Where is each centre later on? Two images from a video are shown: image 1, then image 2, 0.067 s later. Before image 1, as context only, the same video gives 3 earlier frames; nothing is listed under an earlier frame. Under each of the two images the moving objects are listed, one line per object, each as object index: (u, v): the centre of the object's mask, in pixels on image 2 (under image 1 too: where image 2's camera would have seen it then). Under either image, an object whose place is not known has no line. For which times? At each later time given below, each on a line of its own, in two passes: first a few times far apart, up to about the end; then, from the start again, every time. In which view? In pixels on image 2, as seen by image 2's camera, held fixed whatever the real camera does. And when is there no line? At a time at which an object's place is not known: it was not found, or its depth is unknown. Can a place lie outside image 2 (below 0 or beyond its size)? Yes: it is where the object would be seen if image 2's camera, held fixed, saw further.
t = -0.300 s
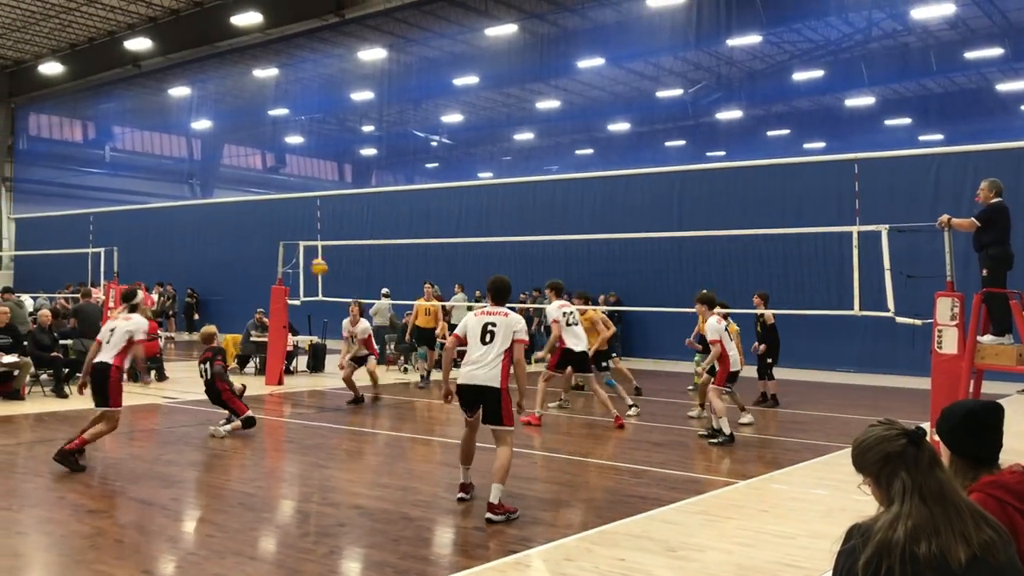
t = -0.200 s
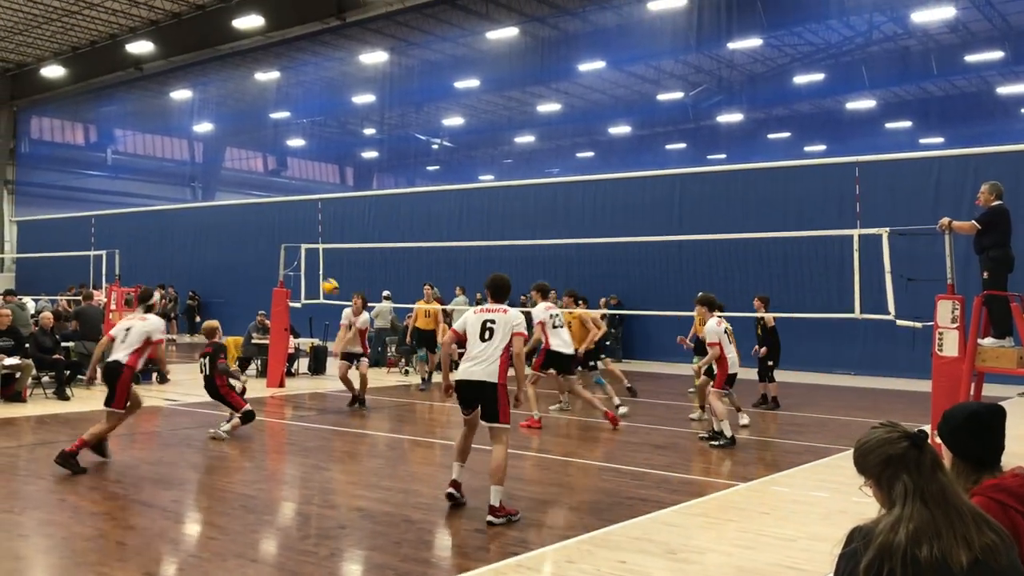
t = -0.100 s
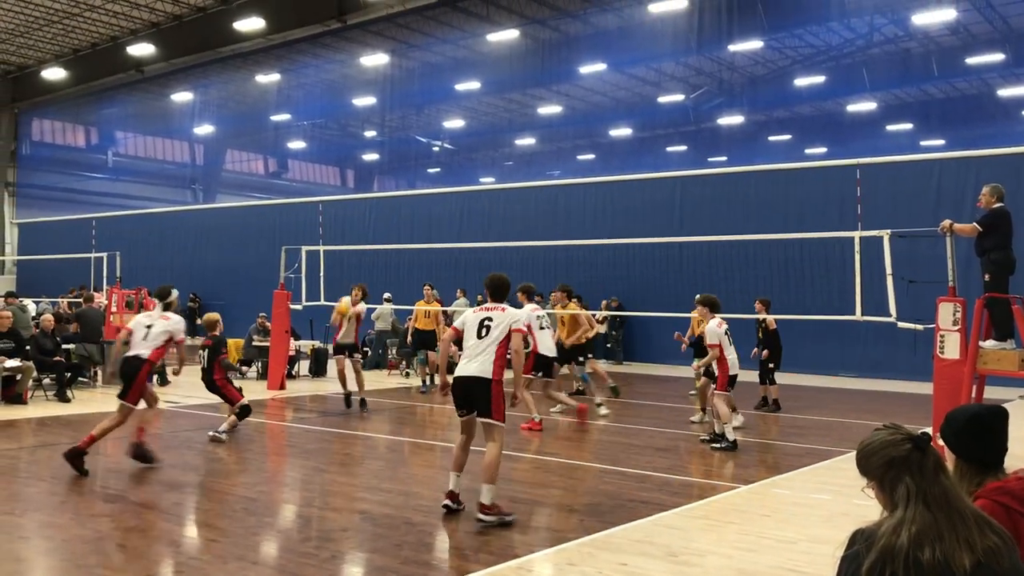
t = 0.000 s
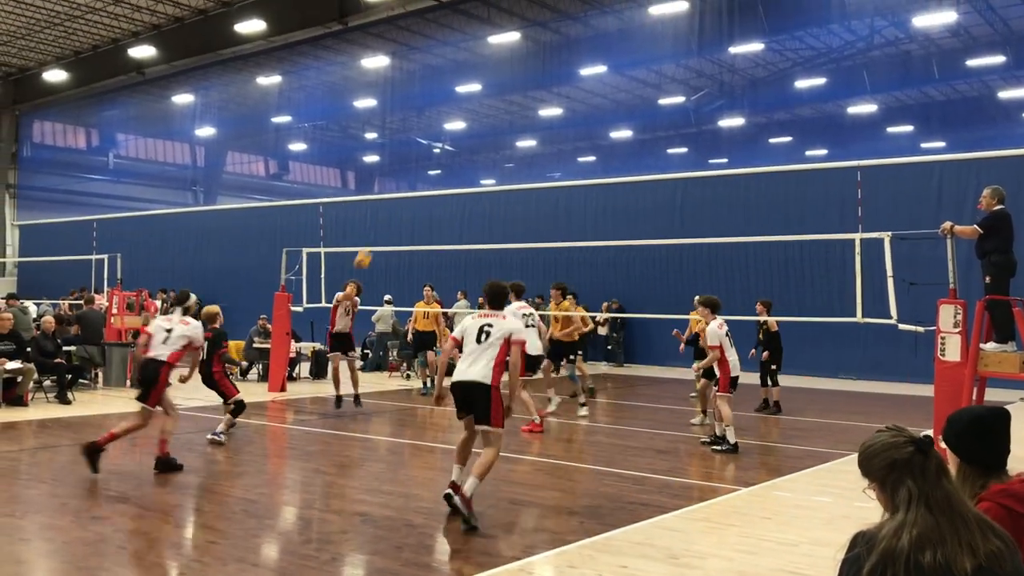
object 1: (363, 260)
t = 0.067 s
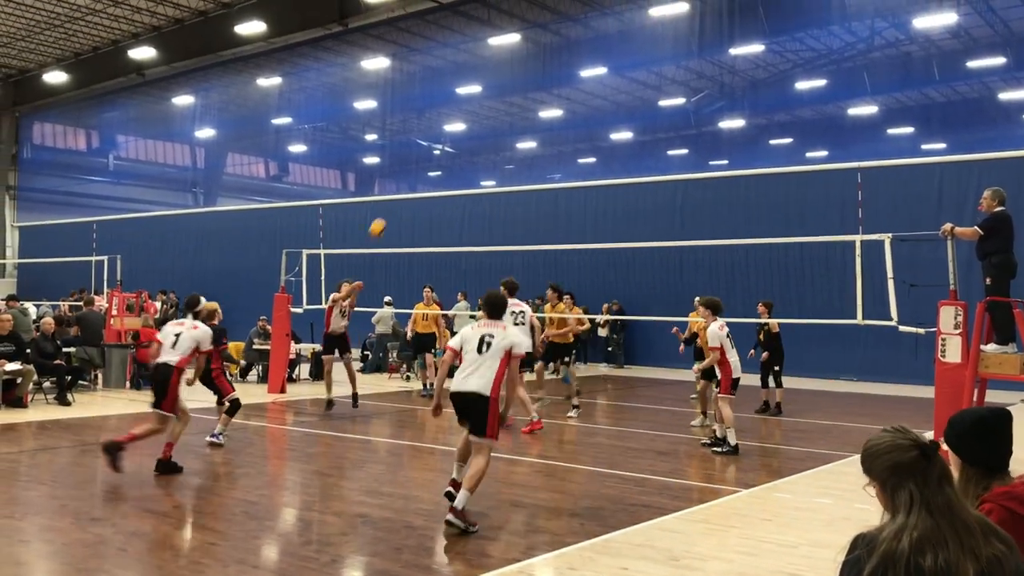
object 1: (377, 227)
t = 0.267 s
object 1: (419, 152)
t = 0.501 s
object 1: (470, 99)
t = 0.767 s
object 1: (530, 84)
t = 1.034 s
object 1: (591, 128)
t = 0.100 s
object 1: (384, 213)
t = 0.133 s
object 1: (391, 200)
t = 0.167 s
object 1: (399, 186)
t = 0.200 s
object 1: (405, 174)
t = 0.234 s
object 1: (412, 163)
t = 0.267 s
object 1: (419, 152)
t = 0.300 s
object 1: (427, 141)
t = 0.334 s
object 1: (433, 133)
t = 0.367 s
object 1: (440, 124)
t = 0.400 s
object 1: (448, 115)
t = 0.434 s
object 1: (455, 109)
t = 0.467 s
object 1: (462, 103)
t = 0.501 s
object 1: (470, 99)
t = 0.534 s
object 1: (478, 93)
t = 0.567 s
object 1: (485, 89)
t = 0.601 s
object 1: (491, 86)
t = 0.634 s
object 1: (499, 84)
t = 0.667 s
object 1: (506, 83)
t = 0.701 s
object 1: (514, 82)
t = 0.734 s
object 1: (522, 83)
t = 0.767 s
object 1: (530, 84)
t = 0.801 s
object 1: (536, 86)
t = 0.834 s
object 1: (544, 89)
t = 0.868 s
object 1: (552, 93)
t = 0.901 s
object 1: (560, 98)
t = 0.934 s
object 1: (568, 104)
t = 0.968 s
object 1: (575, 111)
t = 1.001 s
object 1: (583, 119)
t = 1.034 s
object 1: (591, 128)
